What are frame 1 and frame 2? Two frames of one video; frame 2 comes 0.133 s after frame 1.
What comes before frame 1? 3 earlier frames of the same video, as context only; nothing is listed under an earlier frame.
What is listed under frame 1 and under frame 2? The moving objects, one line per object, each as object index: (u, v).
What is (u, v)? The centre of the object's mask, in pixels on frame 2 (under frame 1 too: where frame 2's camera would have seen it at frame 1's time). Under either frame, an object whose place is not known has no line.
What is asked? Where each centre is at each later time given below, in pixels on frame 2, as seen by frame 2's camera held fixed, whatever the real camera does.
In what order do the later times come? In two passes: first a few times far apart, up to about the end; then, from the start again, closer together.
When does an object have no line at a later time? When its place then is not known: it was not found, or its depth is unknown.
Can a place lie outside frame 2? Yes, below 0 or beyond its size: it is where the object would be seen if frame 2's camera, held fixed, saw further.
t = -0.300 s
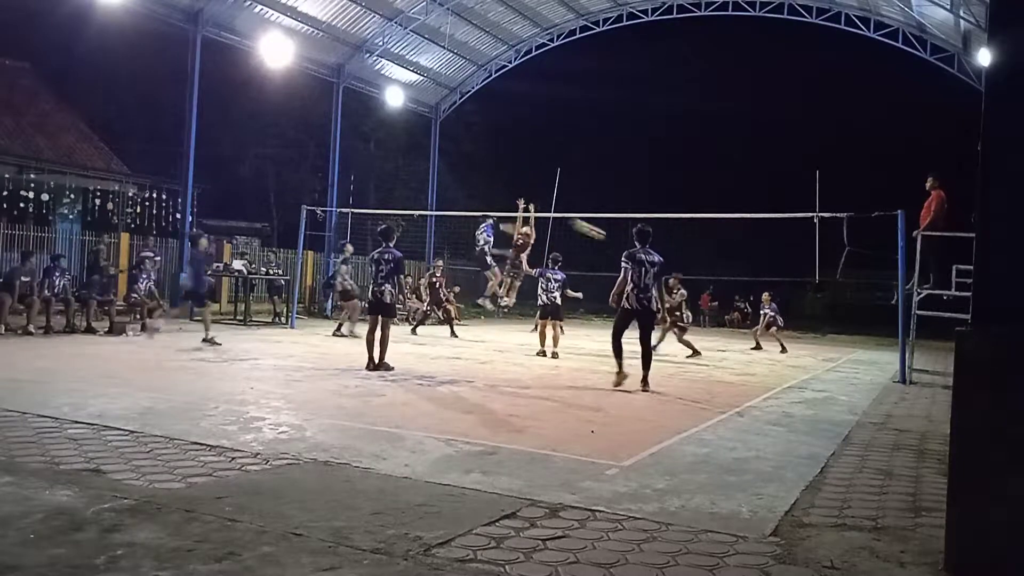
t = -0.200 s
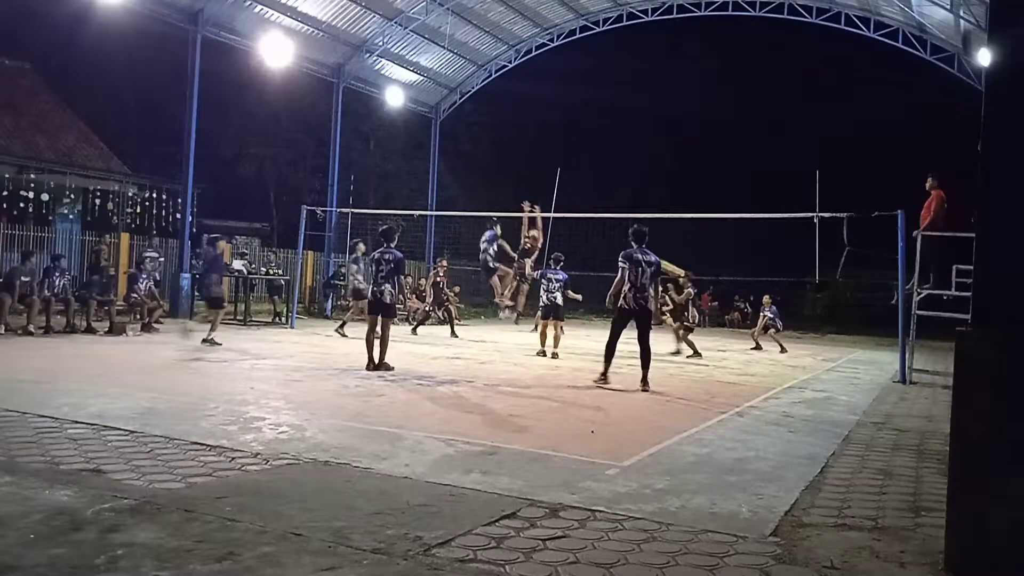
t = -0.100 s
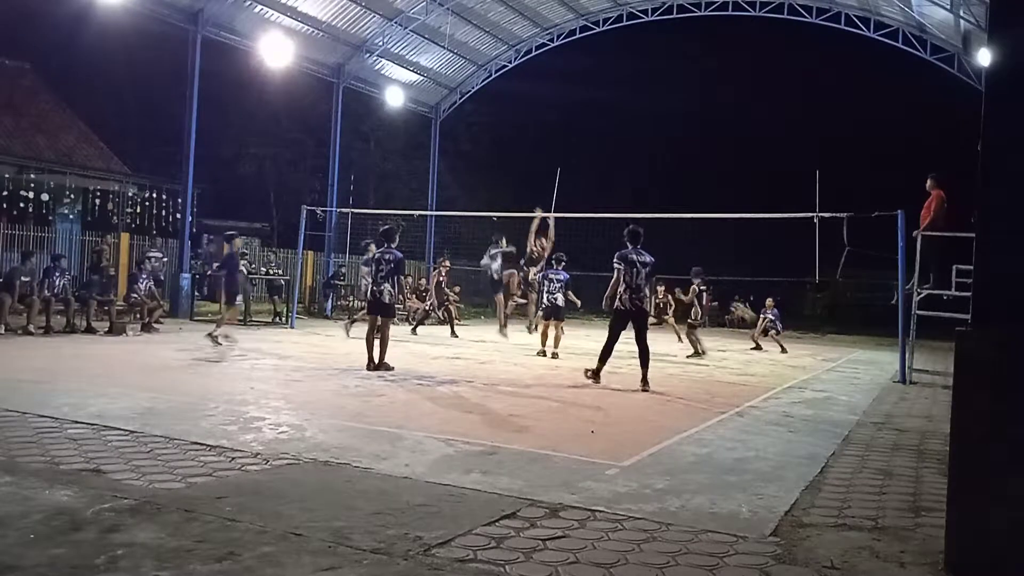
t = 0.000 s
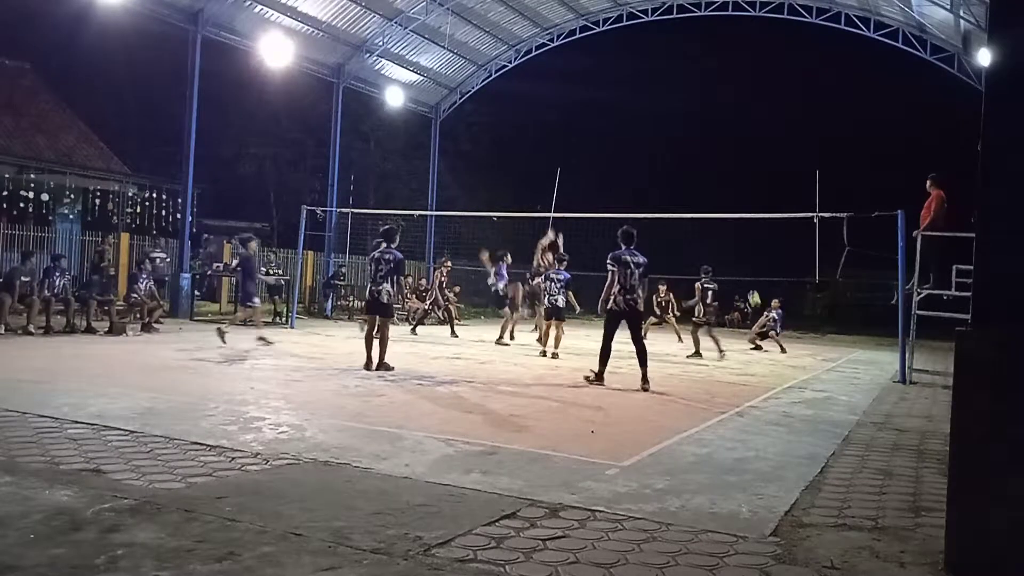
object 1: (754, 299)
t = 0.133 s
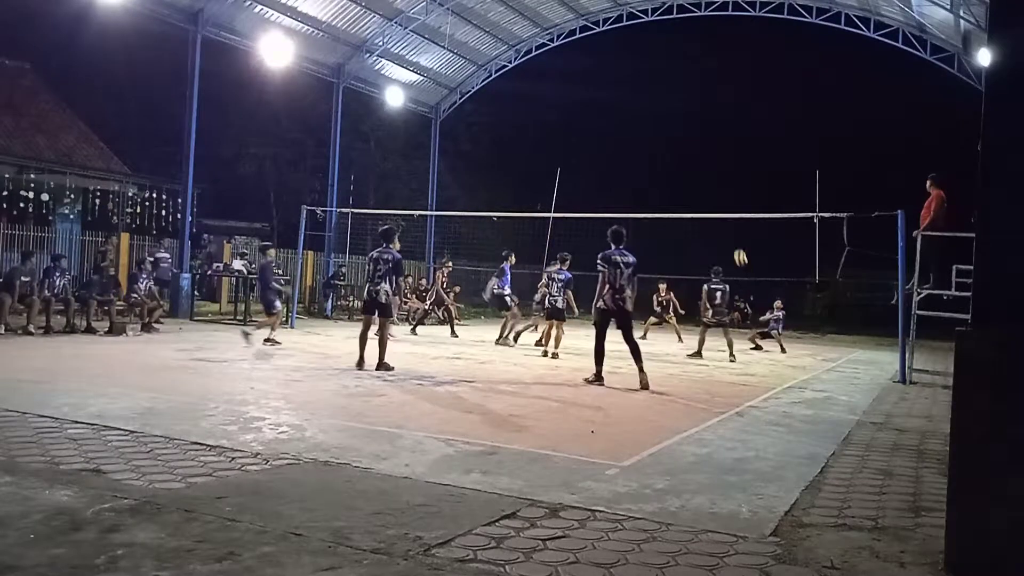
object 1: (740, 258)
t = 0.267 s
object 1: (726, 221)
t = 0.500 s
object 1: (697, 171)
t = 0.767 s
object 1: (658, 142)
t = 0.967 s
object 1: (621, 148)
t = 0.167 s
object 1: (737, 248)
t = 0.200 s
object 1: (733, 238)
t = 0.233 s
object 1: (729, 230)
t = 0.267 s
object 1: (726, 221)
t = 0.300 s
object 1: (721, 210)
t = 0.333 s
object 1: (718, 204)
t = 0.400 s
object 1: (710, 189)
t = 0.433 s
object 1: (705, 183)
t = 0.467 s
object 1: (701, 177)
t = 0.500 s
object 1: (697, 171)
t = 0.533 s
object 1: (692, 165)
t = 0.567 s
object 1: (688, 161)
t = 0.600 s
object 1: (683, 156)
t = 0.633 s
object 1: (678, 152)
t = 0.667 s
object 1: (673, 149)
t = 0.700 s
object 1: (668, 146)
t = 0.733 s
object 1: (663, 144)
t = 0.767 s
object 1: (658, 142)
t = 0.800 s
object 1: (652, 141)
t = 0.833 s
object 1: (646, 141)
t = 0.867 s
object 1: (640, 142)
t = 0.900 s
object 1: (634, 143)
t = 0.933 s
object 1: (628, 146)
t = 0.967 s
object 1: (621, 148)
